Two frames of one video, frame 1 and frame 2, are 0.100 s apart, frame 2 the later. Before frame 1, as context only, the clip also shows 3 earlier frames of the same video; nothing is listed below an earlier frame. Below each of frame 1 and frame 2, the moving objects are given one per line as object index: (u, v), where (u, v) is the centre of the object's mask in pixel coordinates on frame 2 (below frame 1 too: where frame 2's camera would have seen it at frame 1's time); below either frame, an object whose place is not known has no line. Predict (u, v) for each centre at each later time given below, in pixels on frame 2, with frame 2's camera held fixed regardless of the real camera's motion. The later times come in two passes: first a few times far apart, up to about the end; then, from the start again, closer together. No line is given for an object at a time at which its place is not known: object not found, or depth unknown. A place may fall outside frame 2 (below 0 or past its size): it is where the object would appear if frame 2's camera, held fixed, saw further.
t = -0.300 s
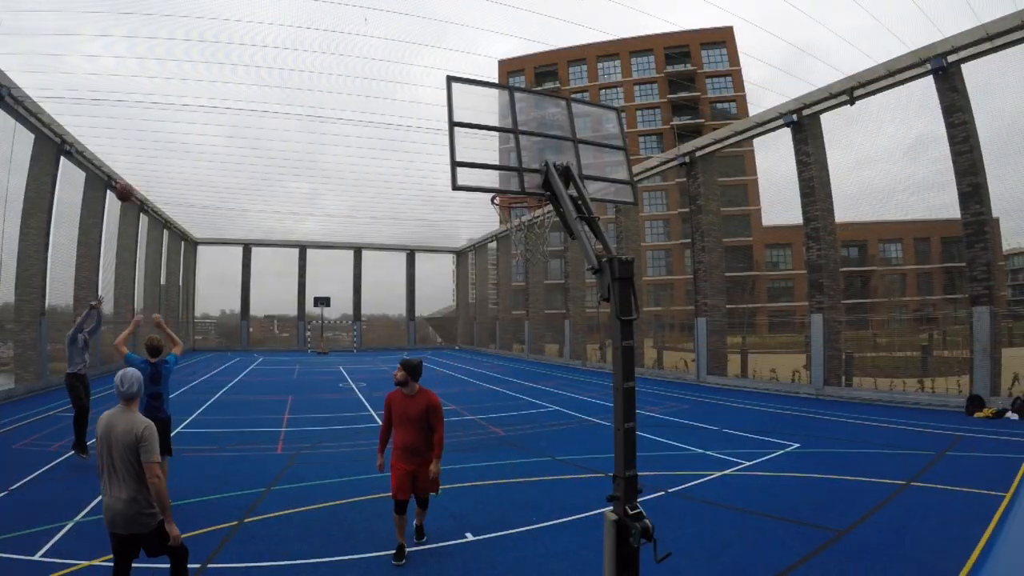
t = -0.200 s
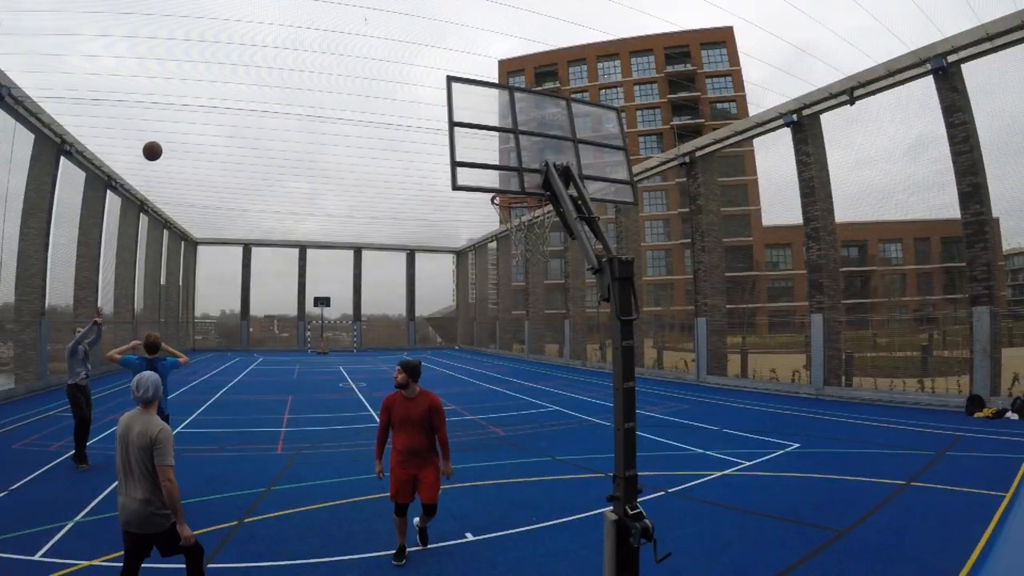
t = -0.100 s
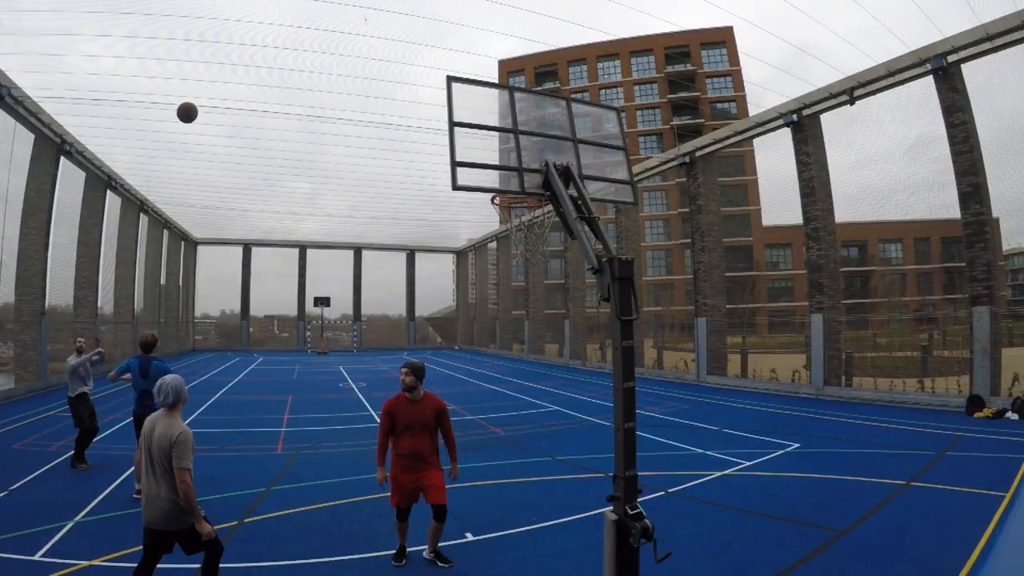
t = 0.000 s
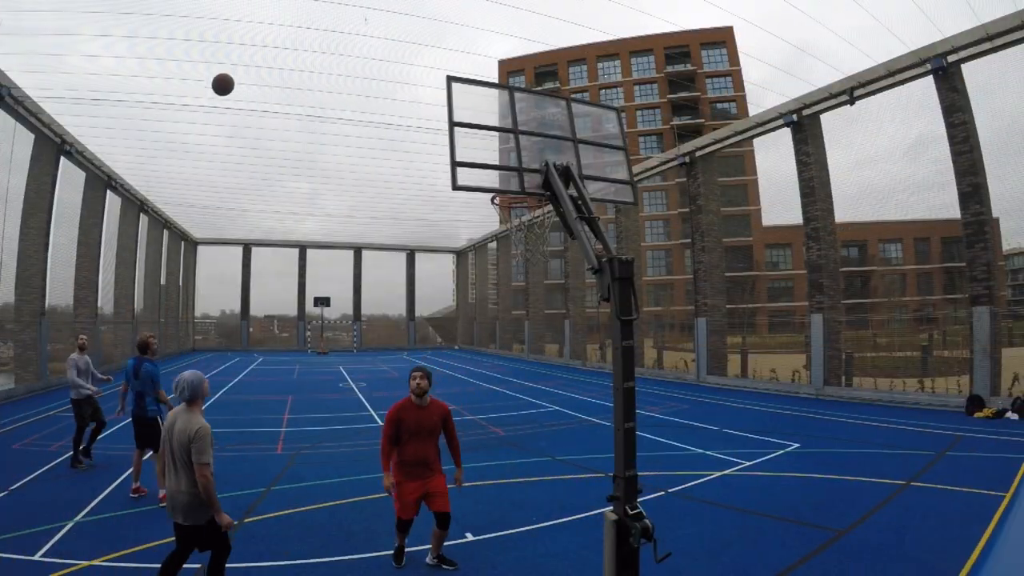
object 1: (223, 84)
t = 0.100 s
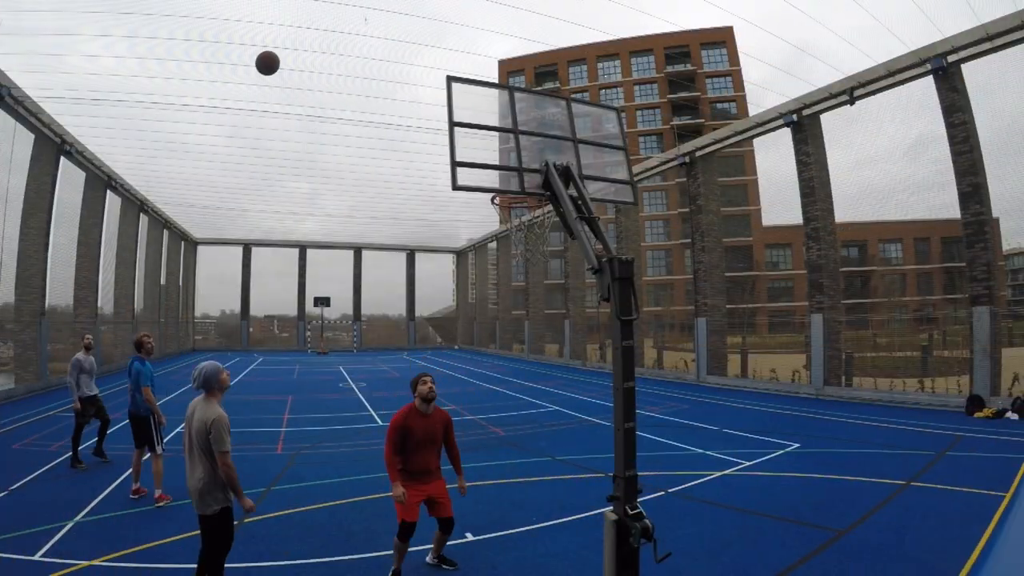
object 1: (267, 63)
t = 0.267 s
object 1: (351, 55)
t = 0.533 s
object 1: (513, 153)
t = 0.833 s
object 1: (546, 337)
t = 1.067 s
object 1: (550, 513)
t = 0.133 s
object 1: (281, 59)
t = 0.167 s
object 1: (294, 56)
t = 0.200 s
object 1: (314, 54)
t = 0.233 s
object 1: (329, 53)
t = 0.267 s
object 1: (351, 55)
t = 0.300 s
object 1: (369, 57)
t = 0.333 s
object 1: (394, 63)
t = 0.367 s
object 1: (414, 69)
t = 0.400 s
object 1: (441, 79)
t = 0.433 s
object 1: (468, 95)
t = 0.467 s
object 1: (492, 106)
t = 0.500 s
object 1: (502, 135)
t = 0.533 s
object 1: (513, 153)
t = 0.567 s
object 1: (528, 200)
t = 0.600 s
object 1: (535, 212)
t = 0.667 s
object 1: (544, 251)
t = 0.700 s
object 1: (544, 268)
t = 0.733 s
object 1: (544, 282)
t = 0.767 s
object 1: (545, 303)
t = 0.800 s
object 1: (545, 320)
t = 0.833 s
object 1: (546, 337)
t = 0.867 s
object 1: (548, 361)
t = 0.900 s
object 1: (547, 382)
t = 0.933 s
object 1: (548, 410)
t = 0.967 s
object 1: (548, 432)
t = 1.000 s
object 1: (549, 461)
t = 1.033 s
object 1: (549, 483)
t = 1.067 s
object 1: (550, 513)
